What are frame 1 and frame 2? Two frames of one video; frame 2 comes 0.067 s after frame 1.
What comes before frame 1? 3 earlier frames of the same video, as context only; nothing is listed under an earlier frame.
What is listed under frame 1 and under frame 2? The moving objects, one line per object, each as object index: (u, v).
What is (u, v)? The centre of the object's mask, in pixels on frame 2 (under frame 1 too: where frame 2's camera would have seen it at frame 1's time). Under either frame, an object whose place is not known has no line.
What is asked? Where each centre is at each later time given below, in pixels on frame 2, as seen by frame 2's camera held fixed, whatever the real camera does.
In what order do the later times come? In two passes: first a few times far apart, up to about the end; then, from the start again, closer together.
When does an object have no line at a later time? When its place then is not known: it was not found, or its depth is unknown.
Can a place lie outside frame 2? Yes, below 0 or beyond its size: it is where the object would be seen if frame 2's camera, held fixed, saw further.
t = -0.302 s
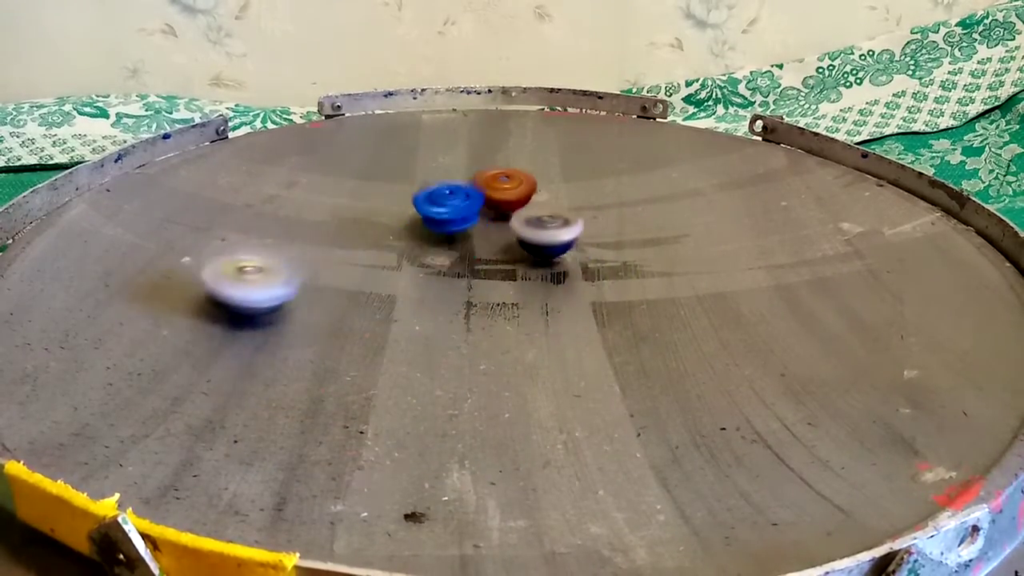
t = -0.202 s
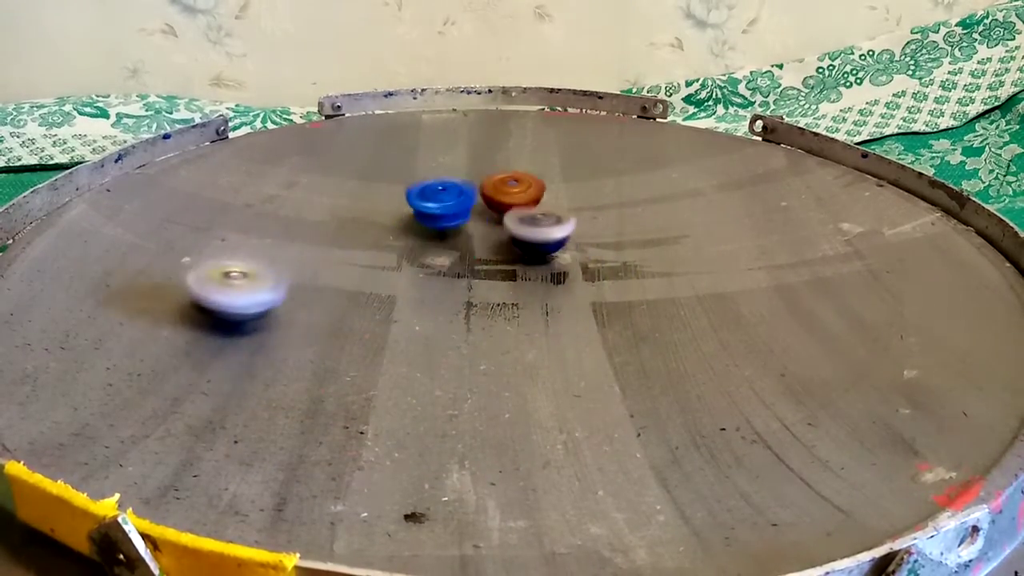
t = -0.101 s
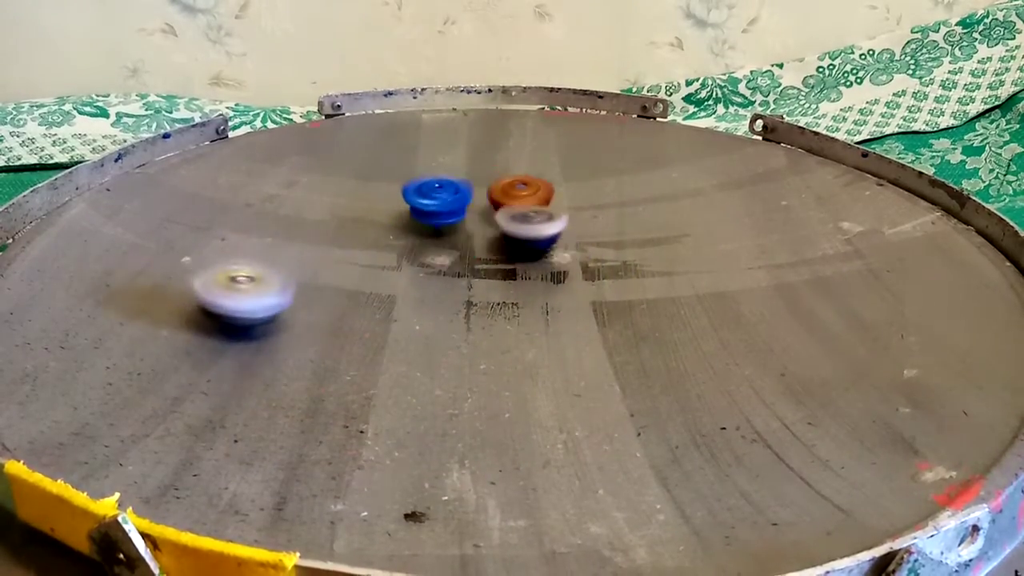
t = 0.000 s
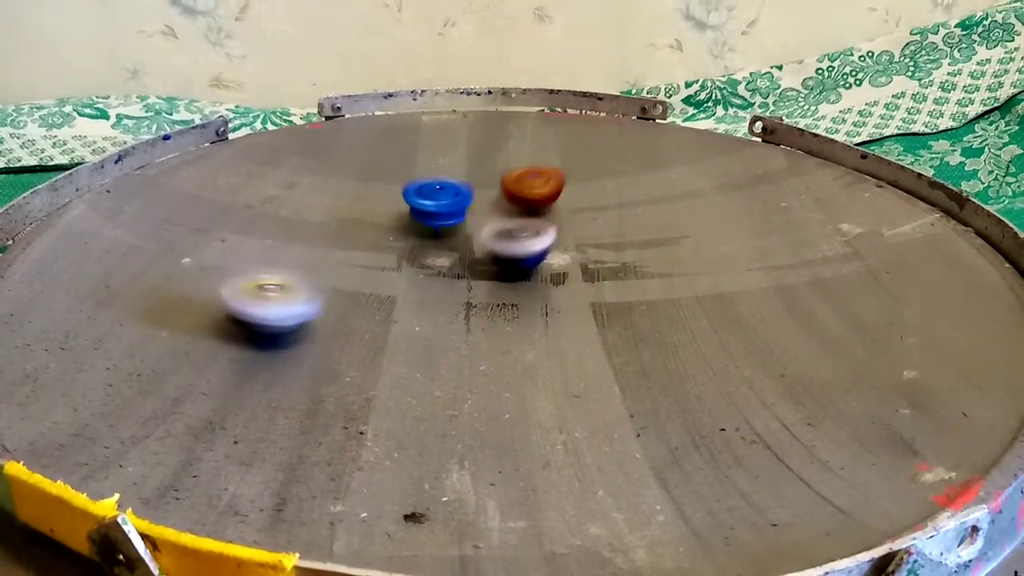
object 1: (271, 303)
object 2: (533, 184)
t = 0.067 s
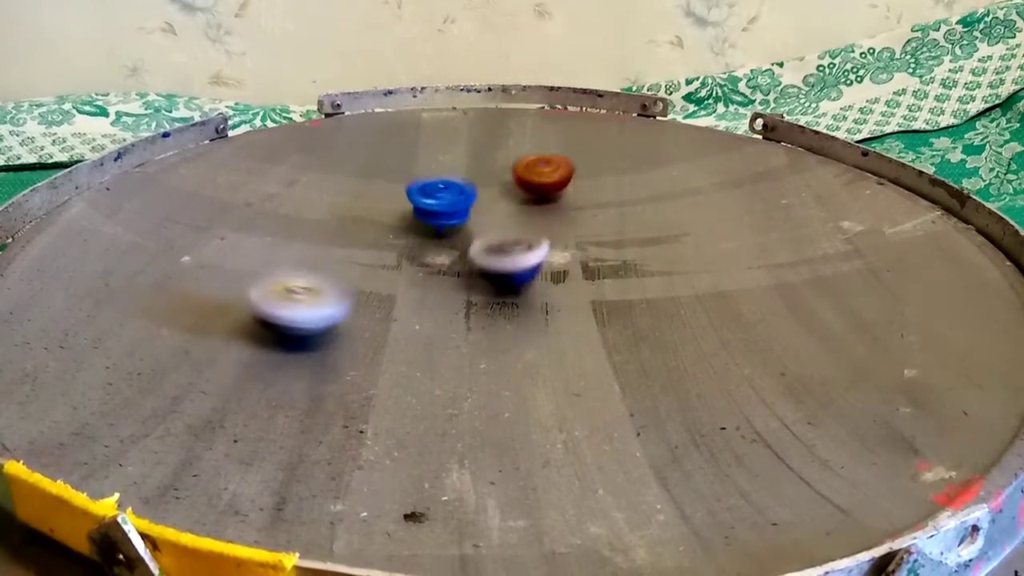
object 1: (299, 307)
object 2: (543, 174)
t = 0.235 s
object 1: (377, 311)
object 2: (544, 165)
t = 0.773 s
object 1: (376, 352)
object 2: (554, 203)
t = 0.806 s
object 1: (380, 353)
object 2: (552, 204)
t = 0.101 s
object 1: (313, 311)
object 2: (546, 170)
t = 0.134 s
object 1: (328, 314)
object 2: (546, 167)
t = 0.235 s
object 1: (377, 311)
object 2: (544, 165)
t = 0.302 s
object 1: (405, 319)
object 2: (542, 164)
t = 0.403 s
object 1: (393, 333)
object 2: (545, 171)
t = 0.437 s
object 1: (382, 346)
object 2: (547, 176)
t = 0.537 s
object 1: (365, 355)
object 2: (549, 187)
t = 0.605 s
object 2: (551, 189)
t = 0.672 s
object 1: (367, 355)
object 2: (552, 195)
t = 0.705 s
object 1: (369, 356)
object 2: (552, 198)
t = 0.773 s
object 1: (376, 352)
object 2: (554, 203)
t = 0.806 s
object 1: (380, 353)
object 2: (552, 204)
